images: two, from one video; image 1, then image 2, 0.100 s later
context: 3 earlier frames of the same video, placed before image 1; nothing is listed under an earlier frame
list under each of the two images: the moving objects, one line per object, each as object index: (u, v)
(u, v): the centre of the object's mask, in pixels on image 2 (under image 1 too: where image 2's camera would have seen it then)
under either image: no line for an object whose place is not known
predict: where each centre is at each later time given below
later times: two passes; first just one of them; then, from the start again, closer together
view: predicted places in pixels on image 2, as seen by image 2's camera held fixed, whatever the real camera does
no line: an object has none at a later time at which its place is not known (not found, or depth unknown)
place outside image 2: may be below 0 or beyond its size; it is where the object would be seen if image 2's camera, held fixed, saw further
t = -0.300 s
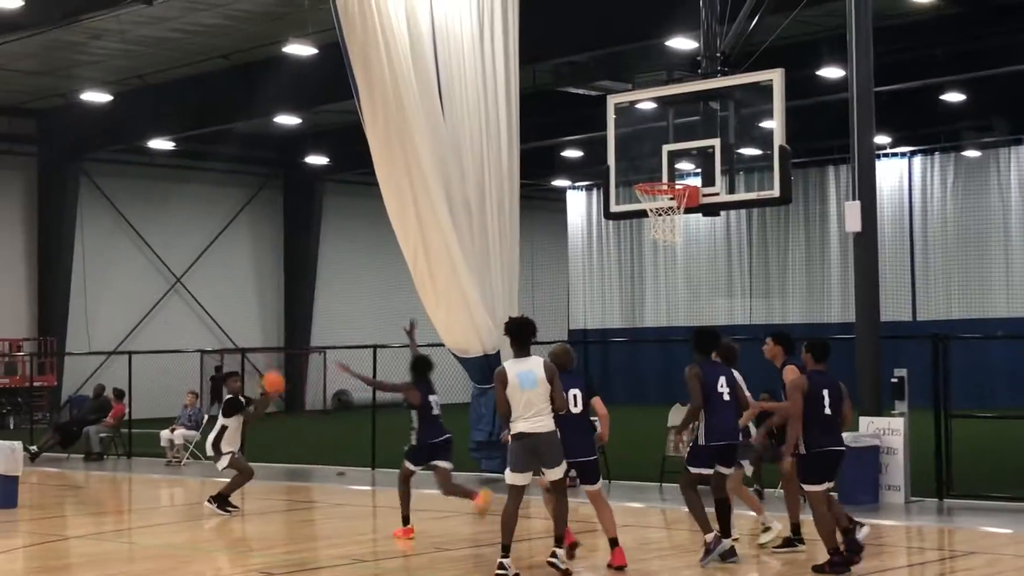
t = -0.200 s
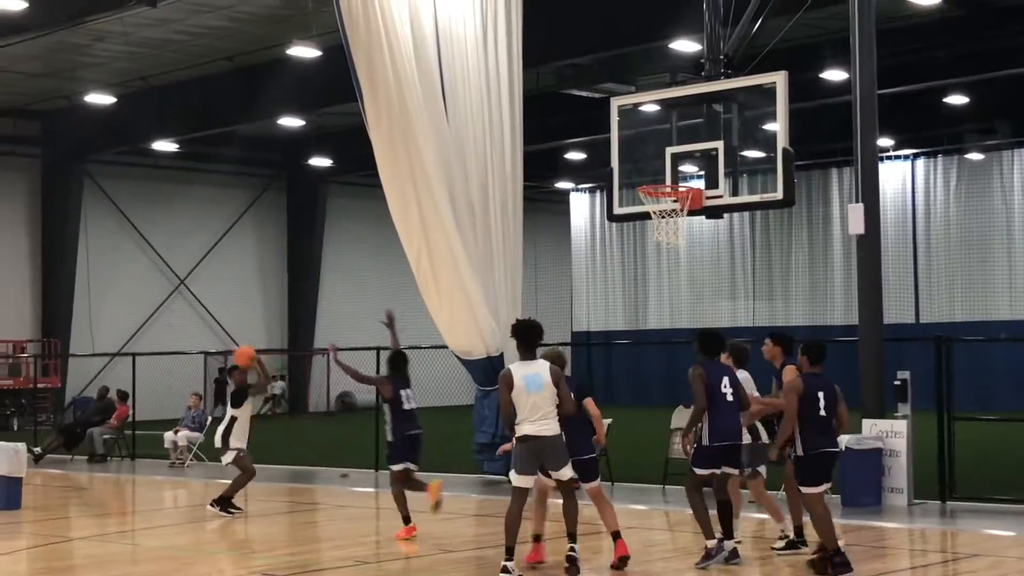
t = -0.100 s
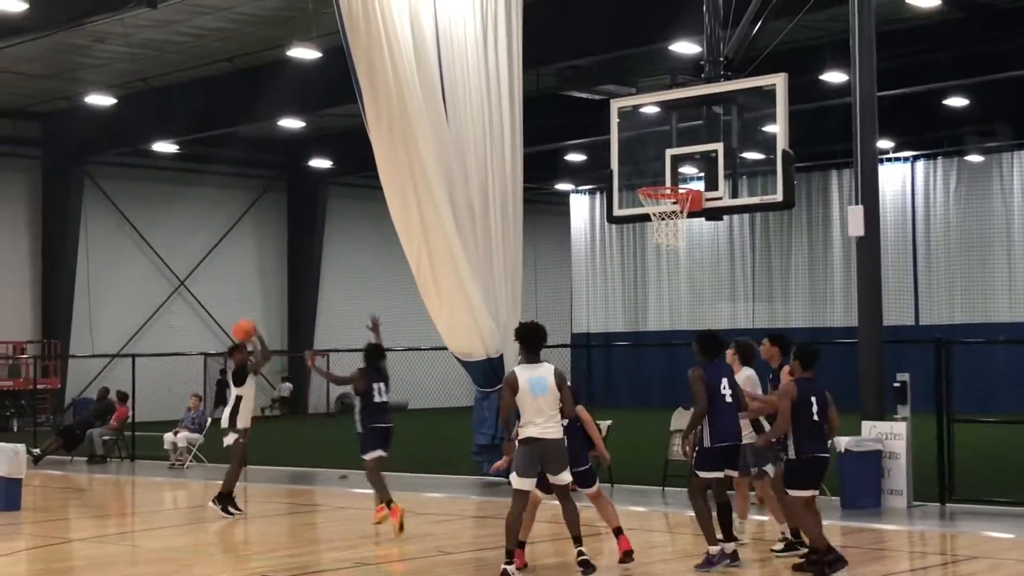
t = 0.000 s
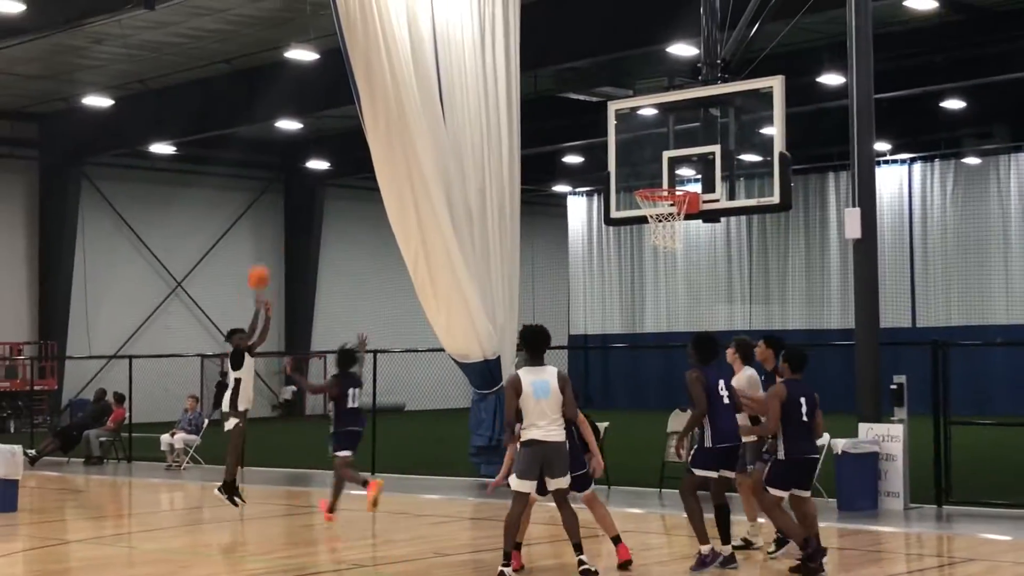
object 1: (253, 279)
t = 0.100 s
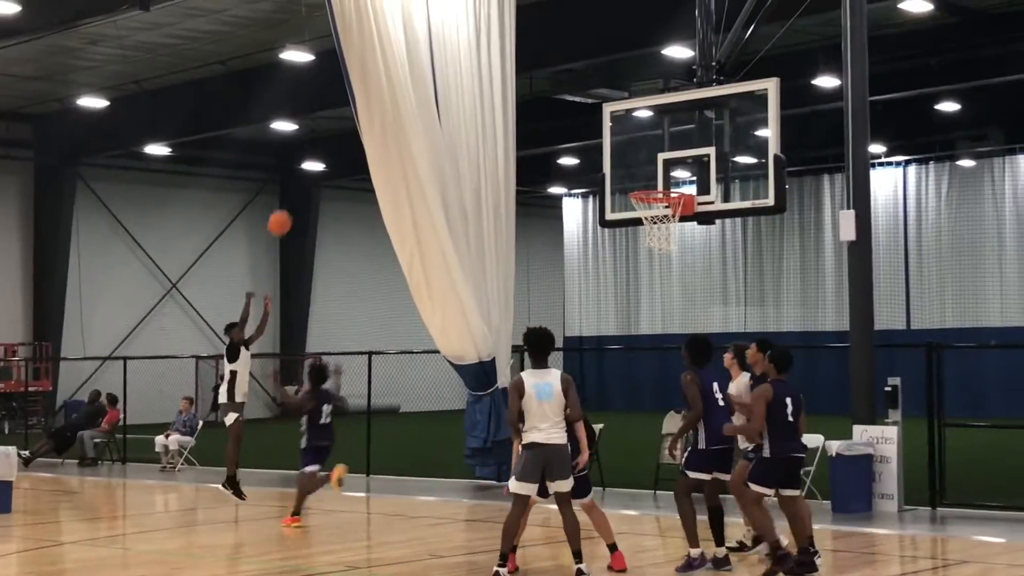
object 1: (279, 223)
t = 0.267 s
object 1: (326, 146)
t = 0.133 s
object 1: (288, 206)
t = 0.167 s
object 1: (298, 190)
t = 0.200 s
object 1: (306, 176)
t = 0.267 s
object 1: (326, 146)
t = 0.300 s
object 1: (335, 133)
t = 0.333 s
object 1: (344, 121)
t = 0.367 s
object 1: (354, 111)
